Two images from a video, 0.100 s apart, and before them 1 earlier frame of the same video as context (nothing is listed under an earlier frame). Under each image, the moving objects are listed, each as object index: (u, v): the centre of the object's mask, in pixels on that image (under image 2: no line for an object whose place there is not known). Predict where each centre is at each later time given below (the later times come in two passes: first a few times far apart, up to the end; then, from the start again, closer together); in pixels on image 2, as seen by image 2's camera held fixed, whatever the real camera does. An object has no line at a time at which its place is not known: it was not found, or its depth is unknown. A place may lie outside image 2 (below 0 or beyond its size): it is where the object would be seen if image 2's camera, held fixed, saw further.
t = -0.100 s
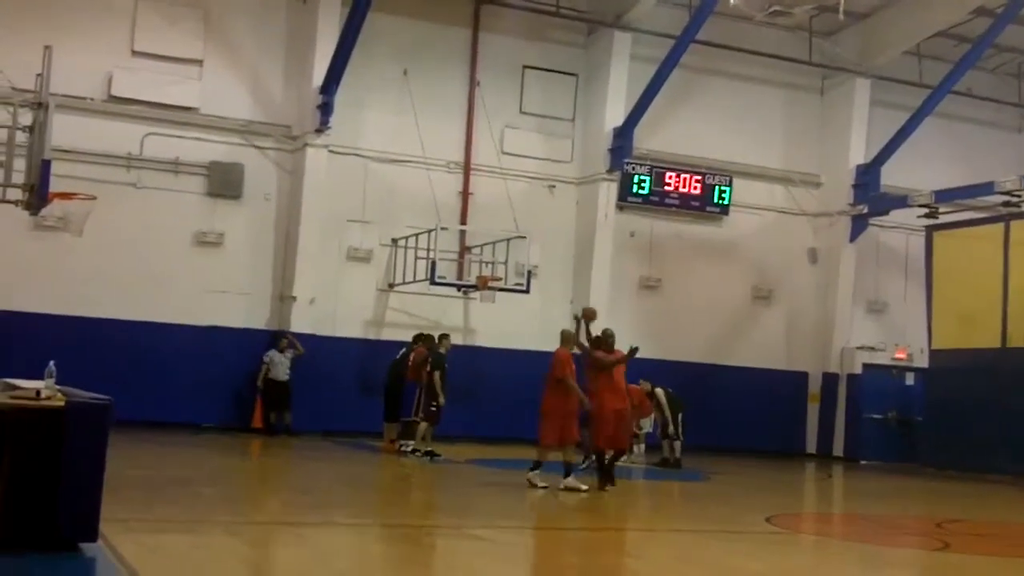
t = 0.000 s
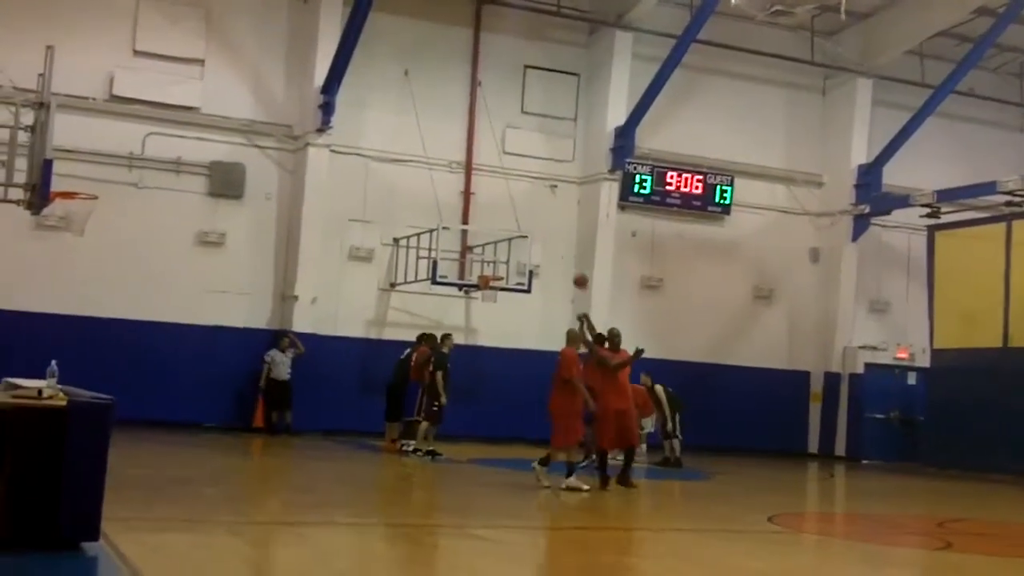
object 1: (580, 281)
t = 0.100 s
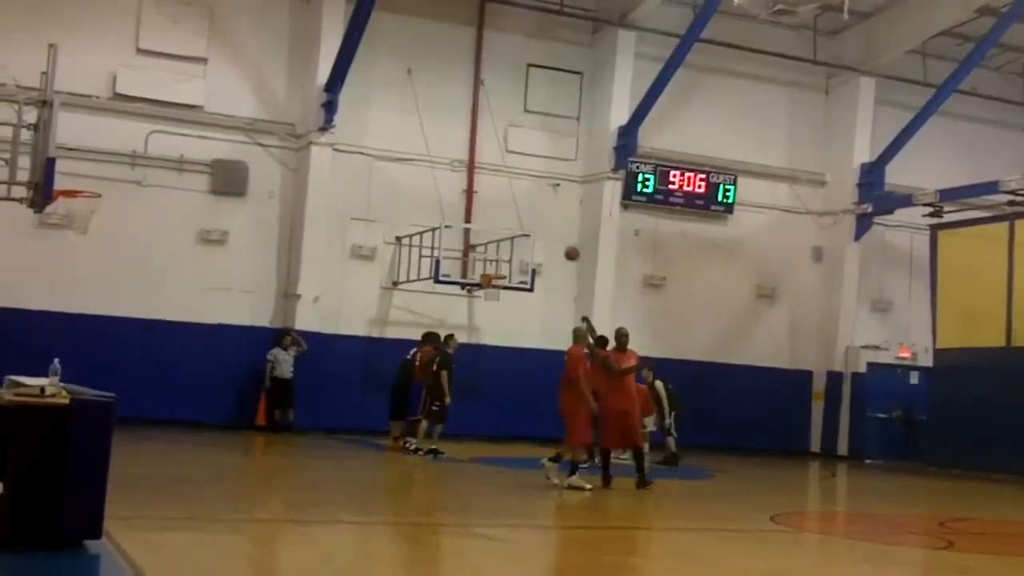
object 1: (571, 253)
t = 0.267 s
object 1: (553, 225)
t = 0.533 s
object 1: (525, 217)
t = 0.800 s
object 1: (499, 247)
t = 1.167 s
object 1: (512, 251)
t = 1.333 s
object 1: (521, 246)
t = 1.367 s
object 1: (523, 247)
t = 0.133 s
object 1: (568, 246)
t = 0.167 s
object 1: (564, 239)
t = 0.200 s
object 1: (560, 234)
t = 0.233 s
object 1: (557, 229)
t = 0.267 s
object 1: (553, 225)
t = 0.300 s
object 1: (550, 221)
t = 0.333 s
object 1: (546, 218)
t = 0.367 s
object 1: (543, 217)
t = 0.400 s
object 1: (539, 215)
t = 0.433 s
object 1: (536, 215)
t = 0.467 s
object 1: (532, 215)
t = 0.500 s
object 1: (529, 216)
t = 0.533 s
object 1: (525, 217)
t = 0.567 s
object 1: (522, 218)
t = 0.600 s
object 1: (519, 221)
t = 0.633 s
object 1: (516, 223)
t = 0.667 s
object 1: (512, 227)
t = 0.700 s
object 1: (509, 231)
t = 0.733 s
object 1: (505, 236)
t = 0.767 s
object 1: (502, 241)
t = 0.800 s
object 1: (499, 247)
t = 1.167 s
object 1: (512, 251)
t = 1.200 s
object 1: (514, 248)
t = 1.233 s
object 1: (516, 247)
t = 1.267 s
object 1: (517, 246)
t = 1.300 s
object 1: (519, 246)
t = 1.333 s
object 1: (521, 246)
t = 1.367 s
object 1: (523, 247)
